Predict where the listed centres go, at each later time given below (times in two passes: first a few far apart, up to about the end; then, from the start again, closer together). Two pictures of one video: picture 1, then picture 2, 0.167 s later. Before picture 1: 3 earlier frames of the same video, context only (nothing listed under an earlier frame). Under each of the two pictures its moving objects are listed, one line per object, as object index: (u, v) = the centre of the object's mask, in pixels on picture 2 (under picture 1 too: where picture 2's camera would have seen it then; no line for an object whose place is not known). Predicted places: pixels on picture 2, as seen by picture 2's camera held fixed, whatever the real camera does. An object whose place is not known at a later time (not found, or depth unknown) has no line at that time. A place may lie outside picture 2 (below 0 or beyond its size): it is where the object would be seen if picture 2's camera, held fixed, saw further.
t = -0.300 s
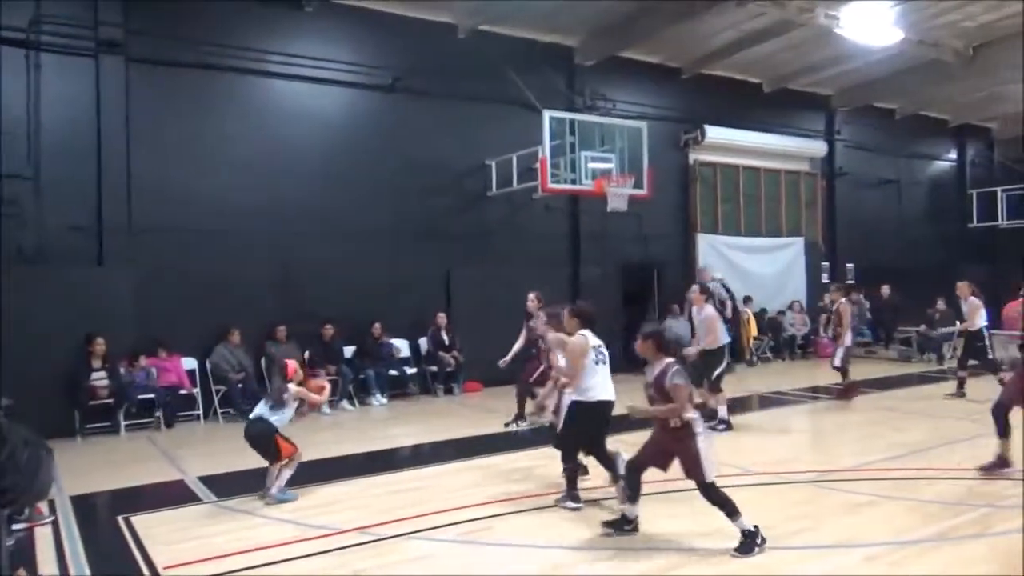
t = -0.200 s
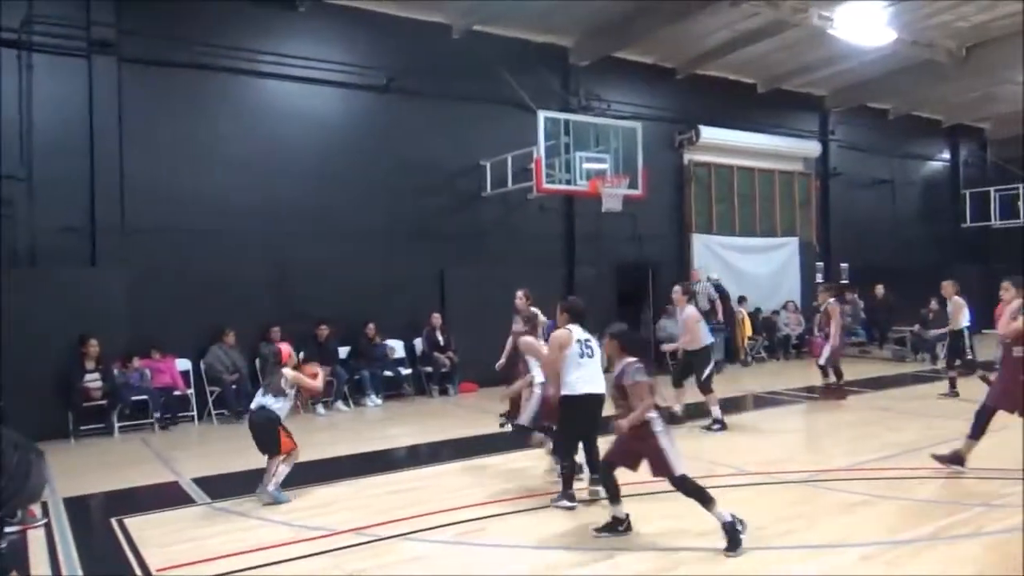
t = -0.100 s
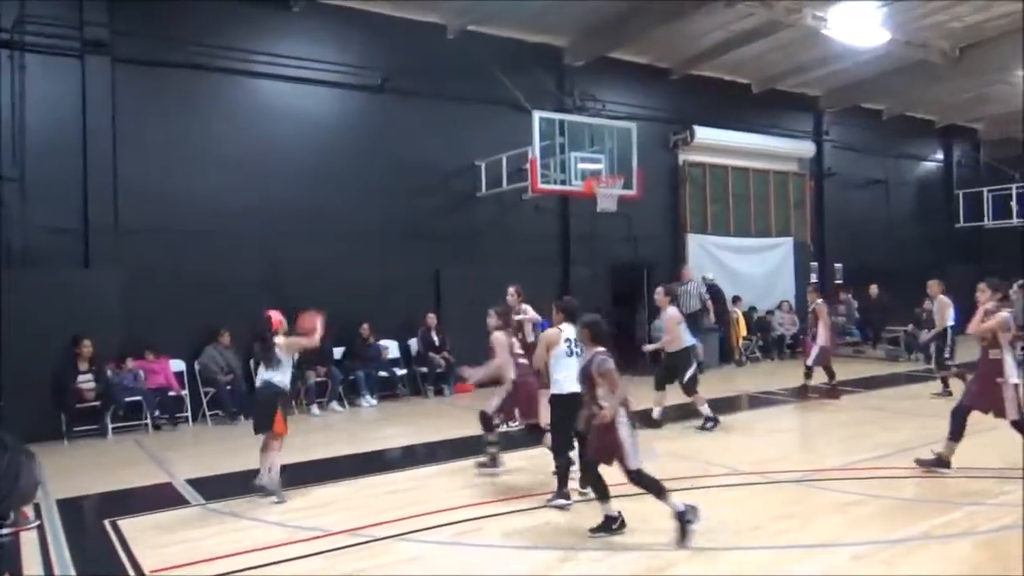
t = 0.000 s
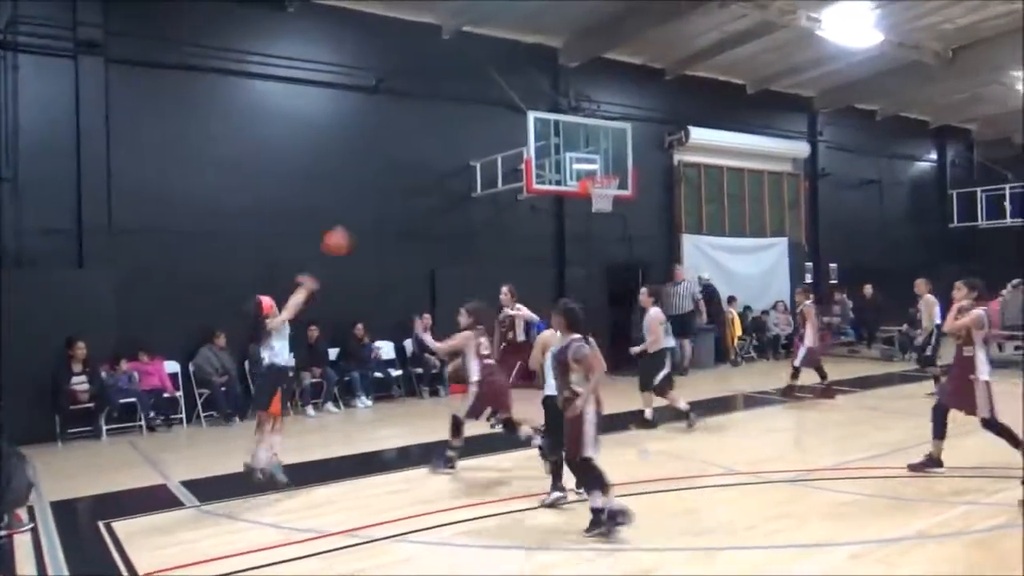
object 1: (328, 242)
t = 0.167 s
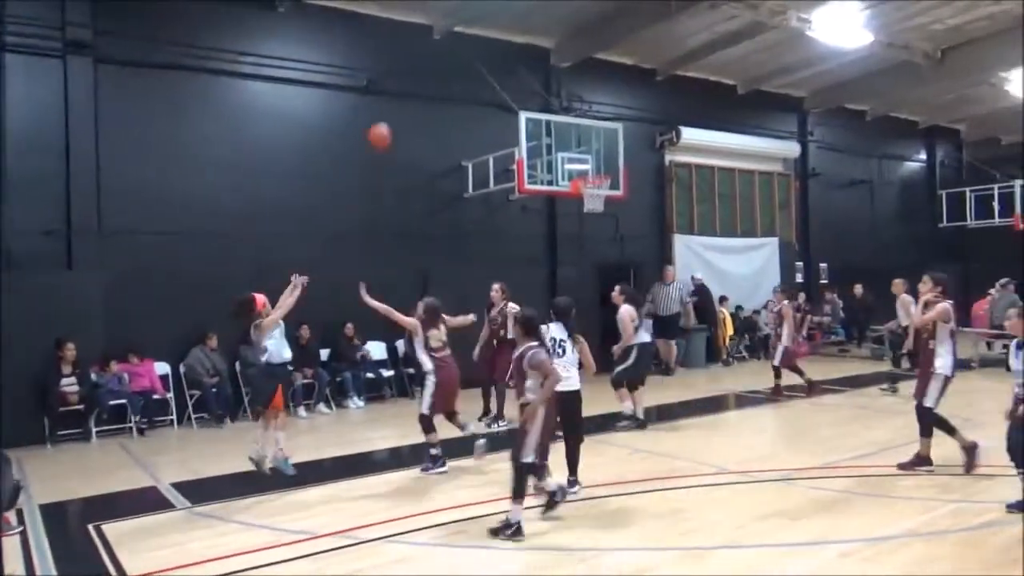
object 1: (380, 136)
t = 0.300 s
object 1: (414, 80)
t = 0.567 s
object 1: (473, 37)
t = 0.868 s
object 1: (528, 62)
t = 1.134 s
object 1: (568, 133)
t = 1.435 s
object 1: (601, 153)
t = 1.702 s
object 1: (630, 165)
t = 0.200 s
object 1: (389, 120)
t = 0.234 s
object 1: (398, 106)
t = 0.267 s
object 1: (406, 92)
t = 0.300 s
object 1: (414, 80)
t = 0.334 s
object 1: (423, 72)
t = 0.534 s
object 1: (466, 38)
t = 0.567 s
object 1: (473, 37)
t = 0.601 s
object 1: (479, 37)
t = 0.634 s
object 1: (486, 37)
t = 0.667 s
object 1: (492, 39)
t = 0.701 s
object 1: (498, 40)
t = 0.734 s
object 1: (504, 42)
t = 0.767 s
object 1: (511, 46)
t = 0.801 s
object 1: (517, 51)
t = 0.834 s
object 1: (522, 56)
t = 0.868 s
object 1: (528, 62)
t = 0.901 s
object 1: (533, 69)
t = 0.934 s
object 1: (539, 76)
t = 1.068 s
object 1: (559, 112)
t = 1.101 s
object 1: (565, 122)
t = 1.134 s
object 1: (568, 133)
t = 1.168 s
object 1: (572, 145)
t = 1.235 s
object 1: (580, 173)
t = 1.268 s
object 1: (582, 173)
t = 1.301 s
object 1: (587, 166)
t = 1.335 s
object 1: (592, 163)
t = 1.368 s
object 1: (594, 158)
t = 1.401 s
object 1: (597, 155)
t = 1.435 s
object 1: (601, 153)
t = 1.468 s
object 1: (605, 152)
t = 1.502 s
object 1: (607, 151)
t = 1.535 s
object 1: (610, 152)
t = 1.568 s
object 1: (611, 152)
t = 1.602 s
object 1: (616, 153)
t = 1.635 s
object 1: (621, 158)
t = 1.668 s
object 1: (623, 160)
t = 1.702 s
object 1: (630, 165)
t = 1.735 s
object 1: (633, 170)
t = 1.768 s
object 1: (636, 176)
